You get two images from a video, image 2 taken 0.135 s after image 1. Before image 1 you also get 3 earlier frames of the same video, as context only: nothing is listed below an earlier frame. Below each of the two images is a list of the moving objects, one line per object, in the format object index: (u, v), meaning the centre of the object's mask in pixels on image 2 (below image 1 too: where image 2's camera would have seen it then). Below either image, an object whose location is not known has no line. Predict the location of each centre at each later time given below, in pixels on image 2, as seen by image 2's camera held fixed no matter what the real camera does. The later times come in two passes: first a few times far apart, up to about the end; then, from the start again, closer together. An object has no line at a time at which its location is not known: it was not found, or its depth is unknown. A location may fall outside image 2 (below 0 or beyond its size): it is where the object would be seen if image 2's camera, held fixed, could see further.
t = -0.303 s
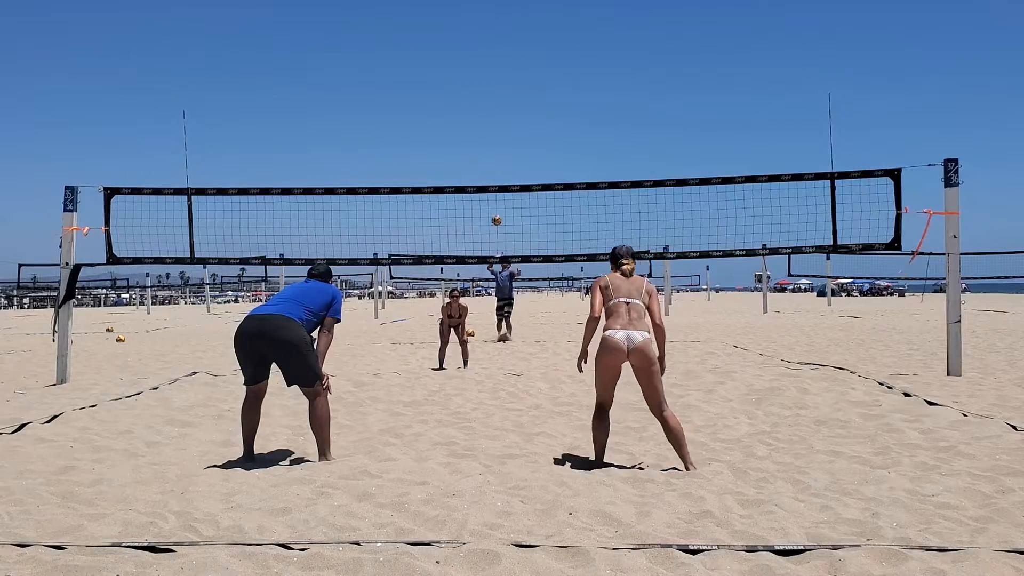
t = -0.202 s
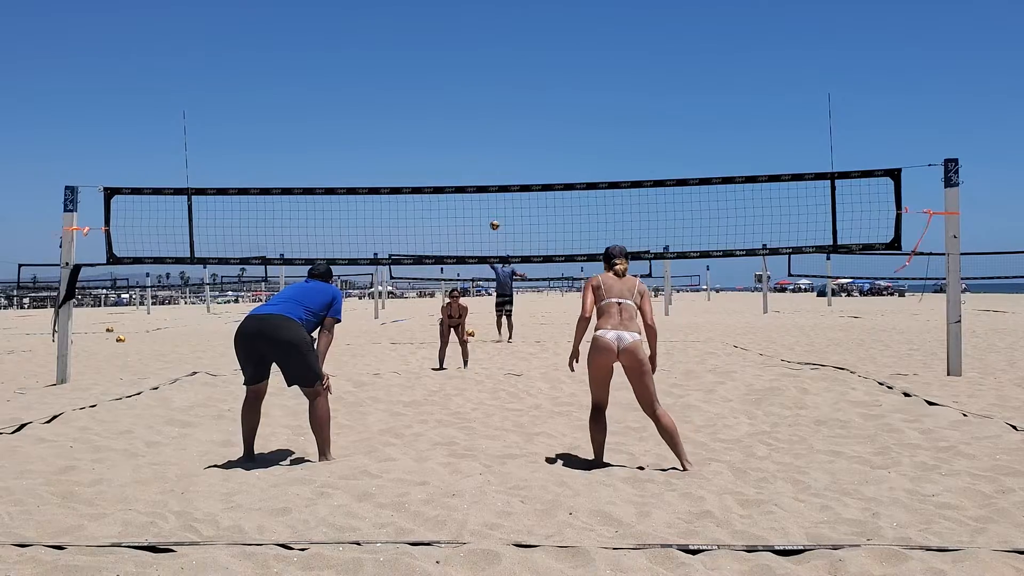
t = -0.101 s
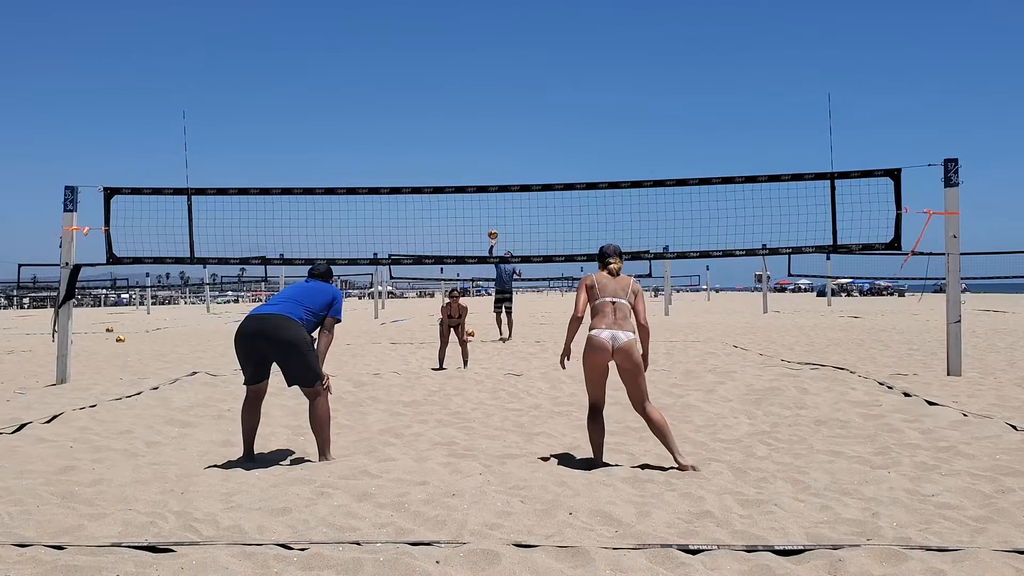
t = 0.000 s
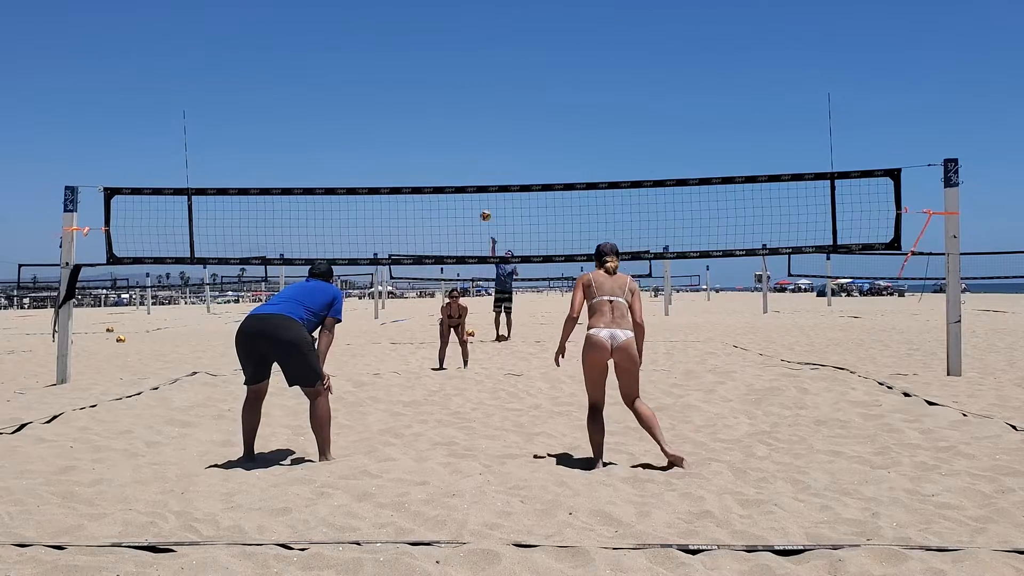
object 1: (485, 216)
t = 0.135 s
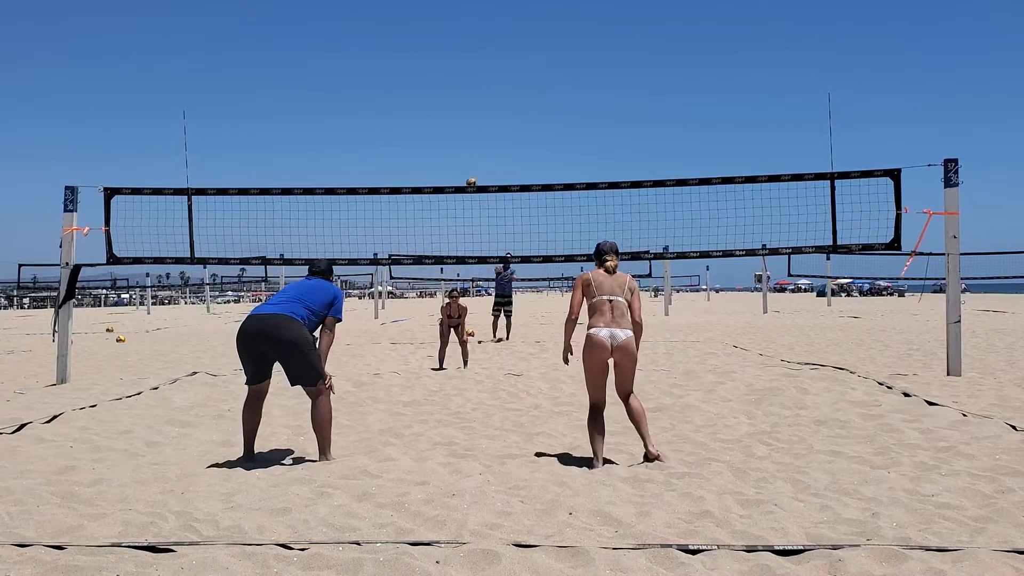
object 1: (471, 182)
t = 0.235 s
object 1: (459, 162)
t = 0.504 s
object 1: (413, 136)
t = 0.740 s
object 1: (354, 160)
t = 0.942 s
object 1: (282, 233)
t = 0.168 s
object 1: (467, 176)
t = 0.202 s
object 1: (463, 169)
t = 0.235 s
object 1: (459, 162)
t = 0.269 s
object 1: (454, 157)
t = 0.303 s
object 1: (449, 152)
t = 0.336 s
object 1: (444, 147)
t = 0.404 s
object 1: (432, 140)
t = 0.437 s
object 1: (426, 138)
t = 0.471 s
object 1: (420, 136)
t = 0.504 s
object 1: (413, 136)
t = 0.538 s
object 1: (405, 136)
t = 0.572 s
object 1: (398, 137)
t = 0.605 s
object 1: (390, 139)
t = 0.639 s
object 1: (381, 143)
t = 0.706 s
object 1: (364, 153)
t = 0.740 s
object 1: (354, 160)
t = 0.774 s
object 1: (343, 168)
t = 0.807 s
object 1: (332, 178)
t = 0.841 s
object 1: (321, 189)
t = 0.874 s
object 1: (309, 202)
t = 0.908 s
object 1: (296, 216)
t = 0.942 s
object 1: (282, 233)
